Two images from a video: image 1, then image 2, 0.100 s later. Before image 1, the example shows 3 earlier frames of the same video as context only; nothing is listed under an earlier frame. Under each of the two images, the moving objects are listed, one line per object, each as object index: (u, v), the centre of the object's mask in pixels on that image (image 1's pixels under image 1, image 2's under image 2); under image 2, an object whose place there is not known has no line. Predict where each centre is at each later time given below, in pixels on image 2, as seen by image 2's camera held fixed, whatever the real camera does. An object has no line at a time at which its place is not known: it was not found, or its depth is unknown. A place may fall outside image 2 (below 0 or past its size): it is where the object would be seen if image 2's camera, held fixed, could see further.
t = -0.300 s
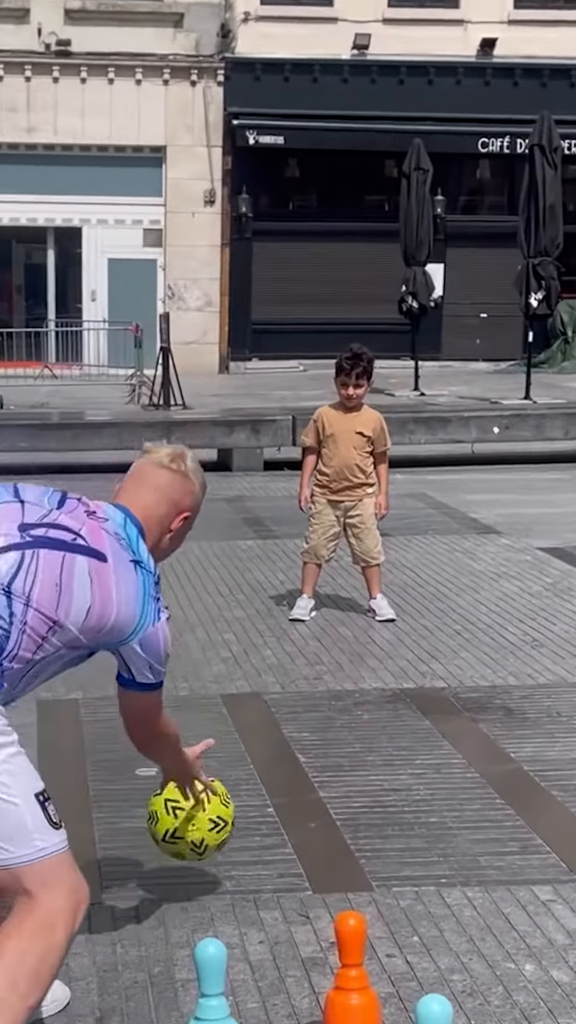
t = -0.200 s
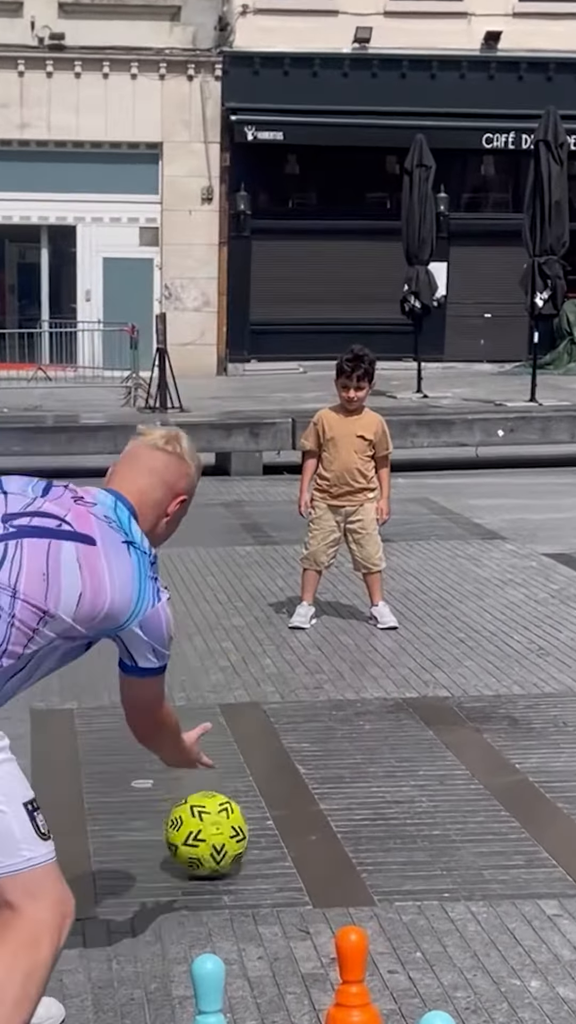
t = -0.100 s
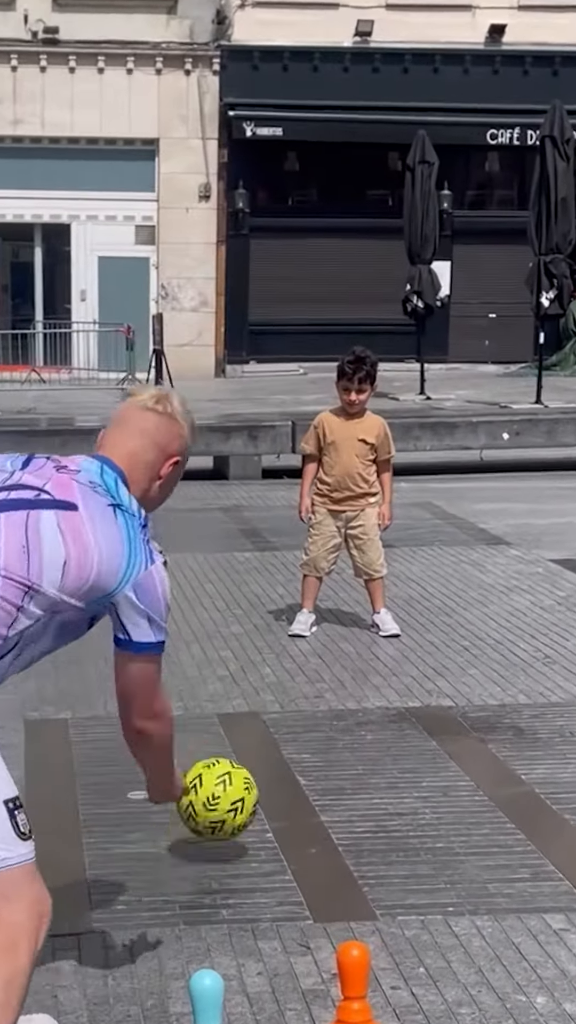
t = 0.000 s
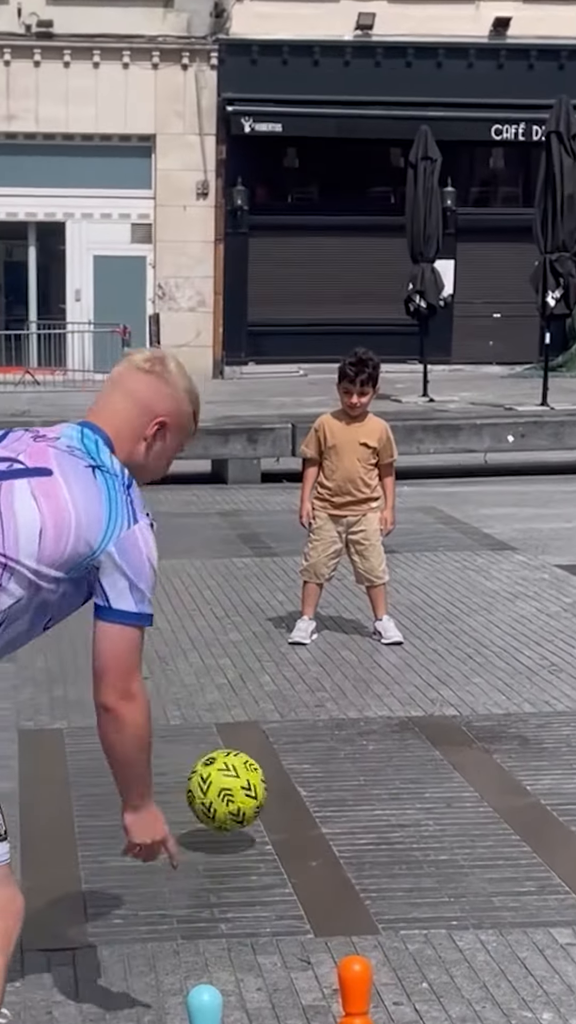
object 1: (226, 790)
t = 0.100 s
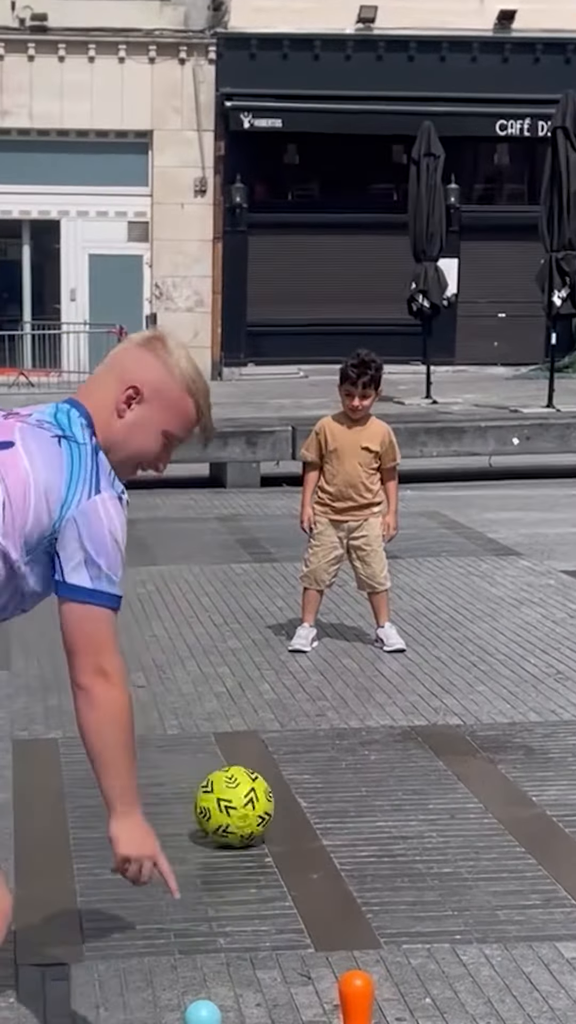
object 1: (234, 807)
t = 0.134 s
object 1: (237, 791)
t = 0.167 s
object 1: (239, 777)
